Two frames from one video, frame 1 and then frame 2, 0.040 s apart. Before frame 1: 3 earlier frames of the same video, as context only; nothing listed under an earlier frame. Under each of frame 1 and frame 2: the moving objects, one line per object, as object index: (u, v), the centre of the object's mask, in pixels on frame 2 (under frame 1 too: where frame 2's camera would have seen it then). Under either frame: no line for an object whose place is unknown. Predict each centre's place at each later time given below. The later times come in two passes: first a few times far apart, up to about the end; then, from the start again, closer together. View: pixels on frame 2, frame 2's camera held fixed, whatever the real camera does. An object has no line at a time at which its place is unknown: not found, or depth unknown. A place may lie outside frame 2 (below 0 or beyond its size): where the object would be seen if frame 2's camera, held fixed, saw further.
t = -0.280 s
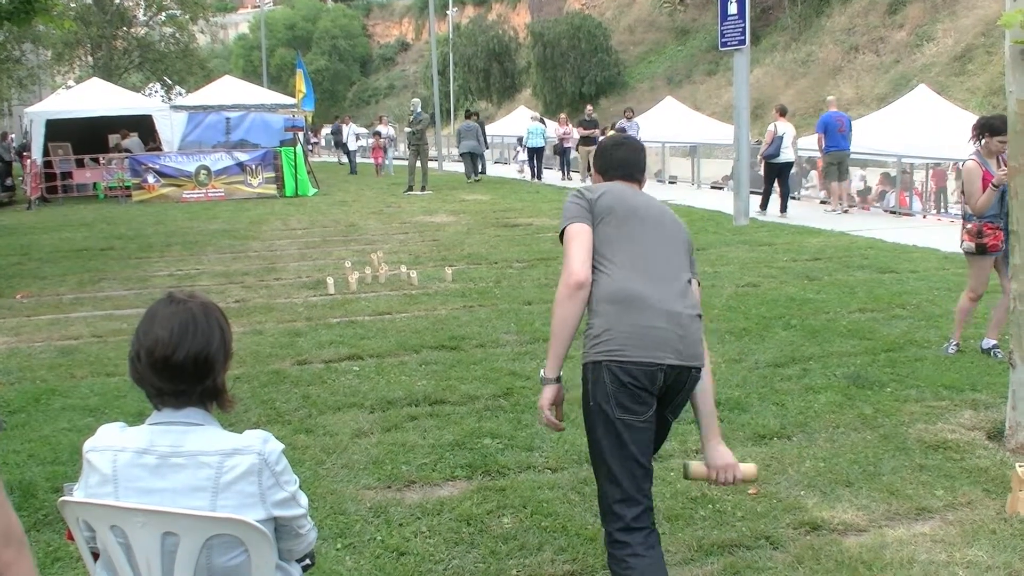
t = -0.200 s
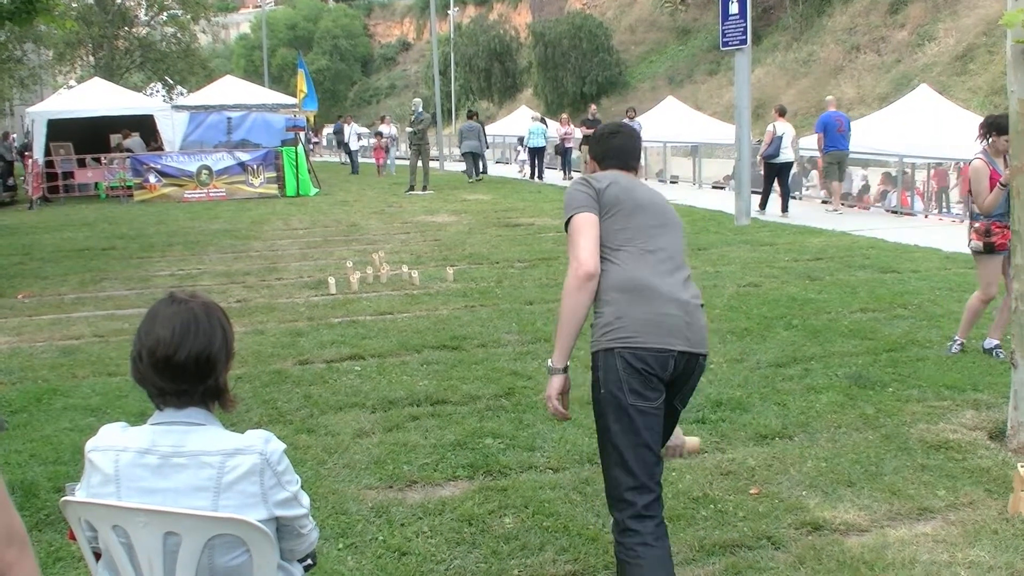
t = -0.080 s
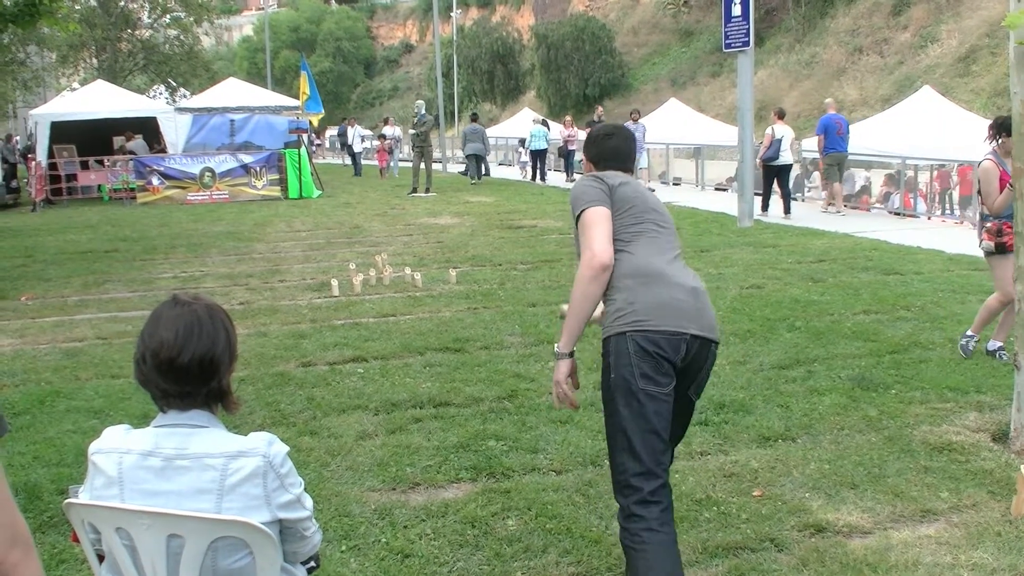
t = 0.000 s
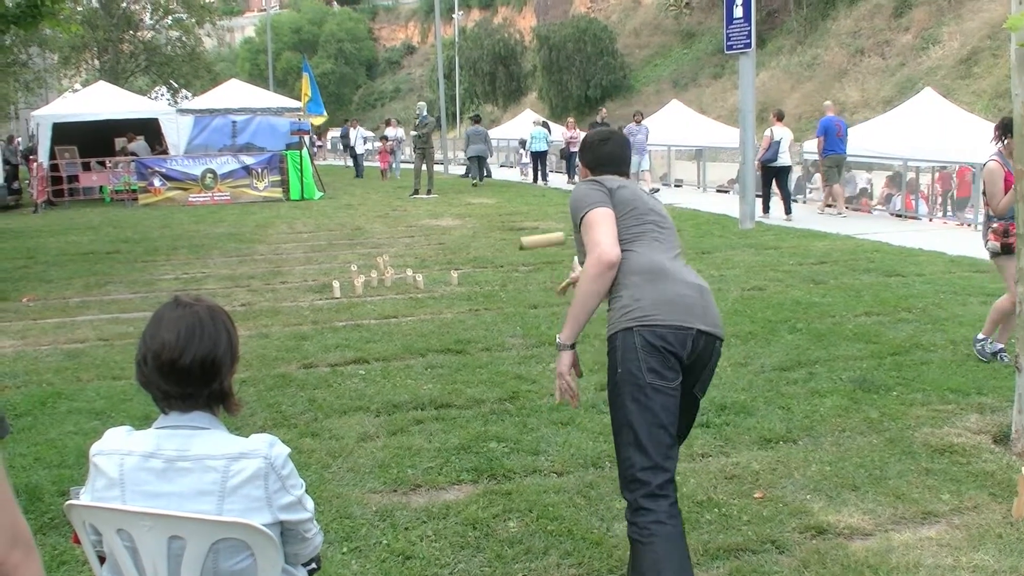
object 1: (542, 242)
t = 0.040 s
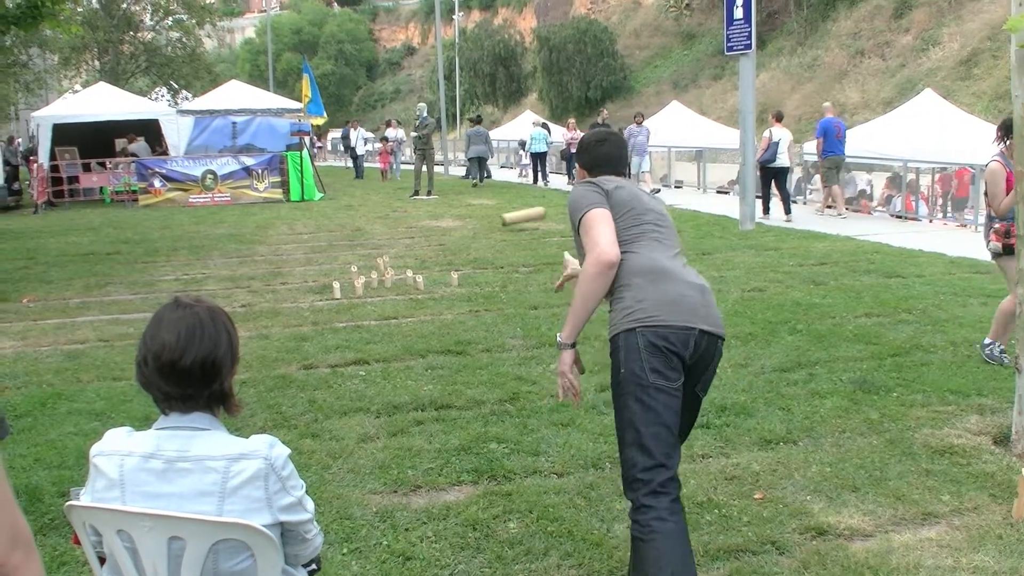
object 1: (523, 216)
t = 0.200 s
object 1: (465, 164)
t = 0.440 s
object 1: (412, 177)
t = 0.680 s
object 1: (382, 249)
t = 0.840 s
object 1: (378, 271)
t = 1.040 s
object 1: (381, 266)
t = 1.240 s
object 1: (379, 269)
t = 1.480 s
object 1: (367, 272)
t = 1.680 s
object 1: (363, 271)
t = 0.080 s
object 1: (506, 196)
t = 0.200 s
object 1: (465, 164)
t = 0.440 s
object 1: (412, 177)
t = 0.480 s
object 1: (405, 186)
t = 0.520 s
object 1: (400, 196)
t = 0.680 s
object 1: (382, 249)
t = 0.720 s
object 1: (379, 264)
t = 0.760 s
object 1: (376, 279)
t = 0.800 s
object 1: (376, 278)
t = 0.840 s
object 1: (378, 271)
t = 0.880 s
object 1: (381, 266)
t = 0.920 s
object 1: (381, 265)
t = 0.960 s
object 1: (381, 264)
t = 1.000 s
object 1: (382, 264)
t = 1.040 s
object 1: (381, 266)
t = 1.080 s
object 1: (381, 267)
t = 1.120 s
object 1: (380, 266)
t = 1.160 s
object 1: (378, 267)
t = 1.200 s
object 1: (379, 269)
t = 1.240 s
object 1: (379, 269)
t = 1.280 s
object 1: (374, 270)
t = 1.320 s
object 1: (371, 271)
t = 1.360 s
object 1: (369, 271)
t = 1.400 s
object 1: (368, 271)
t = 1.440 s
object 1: (367, 271)
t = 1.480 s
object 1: (367, 272)
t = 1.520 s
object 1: (366, 271)
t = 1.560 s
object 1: (364, 271)
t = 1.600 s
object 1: (363, 271)
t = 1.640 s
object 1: (363, 271)
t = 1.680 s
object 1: (363, 271)
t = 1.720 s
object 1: (363, 271)
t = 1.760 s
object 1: (363, 271)
